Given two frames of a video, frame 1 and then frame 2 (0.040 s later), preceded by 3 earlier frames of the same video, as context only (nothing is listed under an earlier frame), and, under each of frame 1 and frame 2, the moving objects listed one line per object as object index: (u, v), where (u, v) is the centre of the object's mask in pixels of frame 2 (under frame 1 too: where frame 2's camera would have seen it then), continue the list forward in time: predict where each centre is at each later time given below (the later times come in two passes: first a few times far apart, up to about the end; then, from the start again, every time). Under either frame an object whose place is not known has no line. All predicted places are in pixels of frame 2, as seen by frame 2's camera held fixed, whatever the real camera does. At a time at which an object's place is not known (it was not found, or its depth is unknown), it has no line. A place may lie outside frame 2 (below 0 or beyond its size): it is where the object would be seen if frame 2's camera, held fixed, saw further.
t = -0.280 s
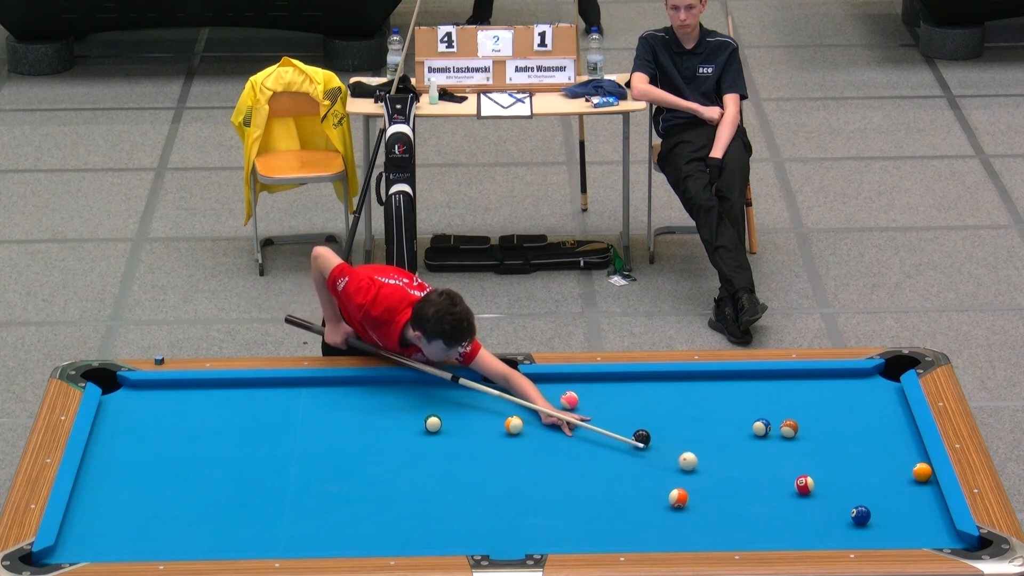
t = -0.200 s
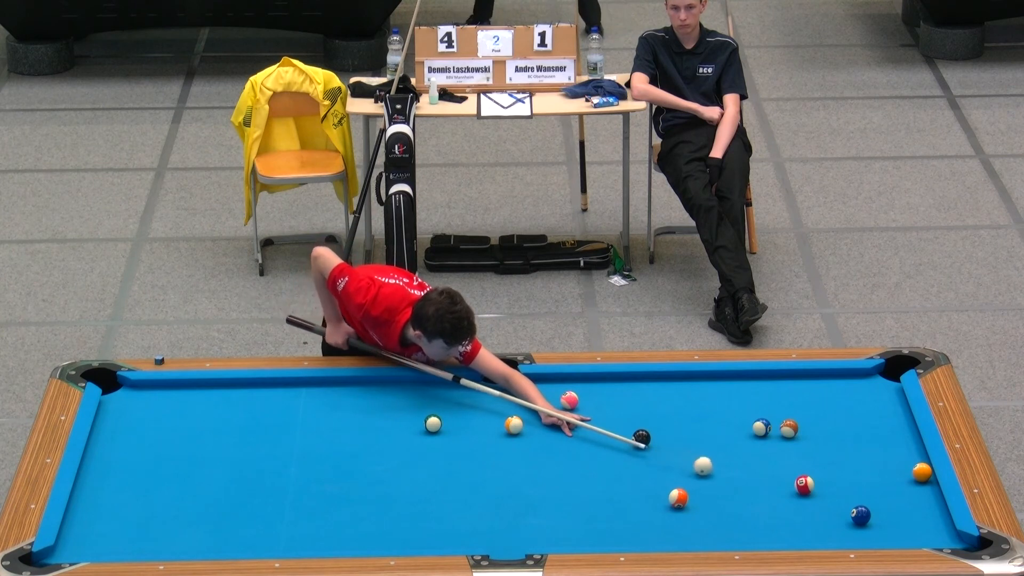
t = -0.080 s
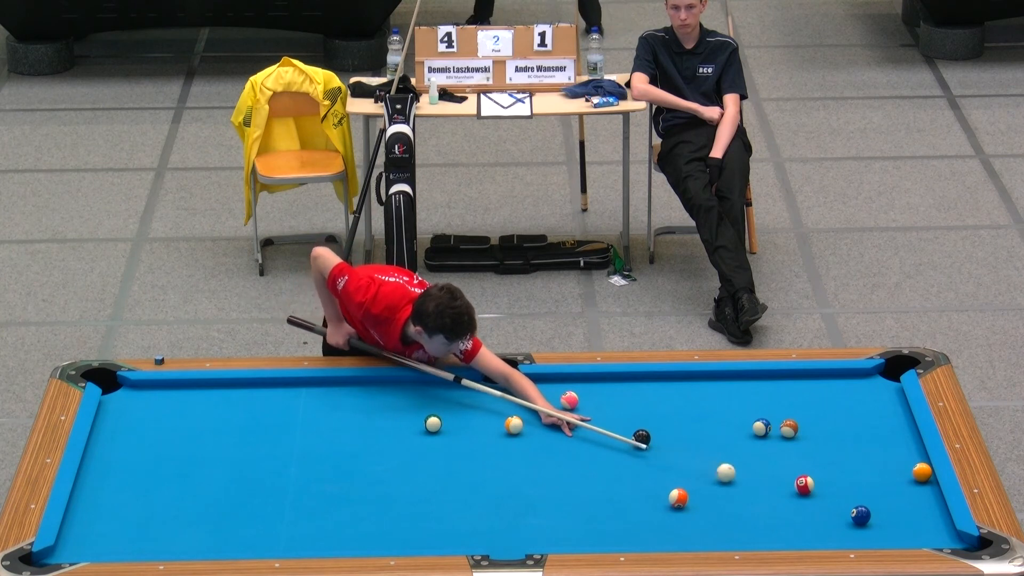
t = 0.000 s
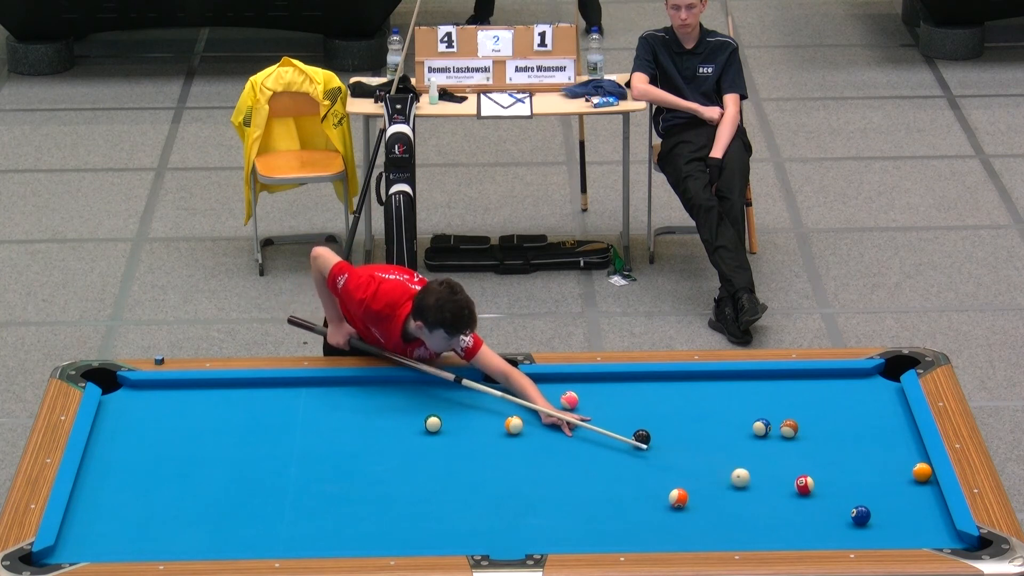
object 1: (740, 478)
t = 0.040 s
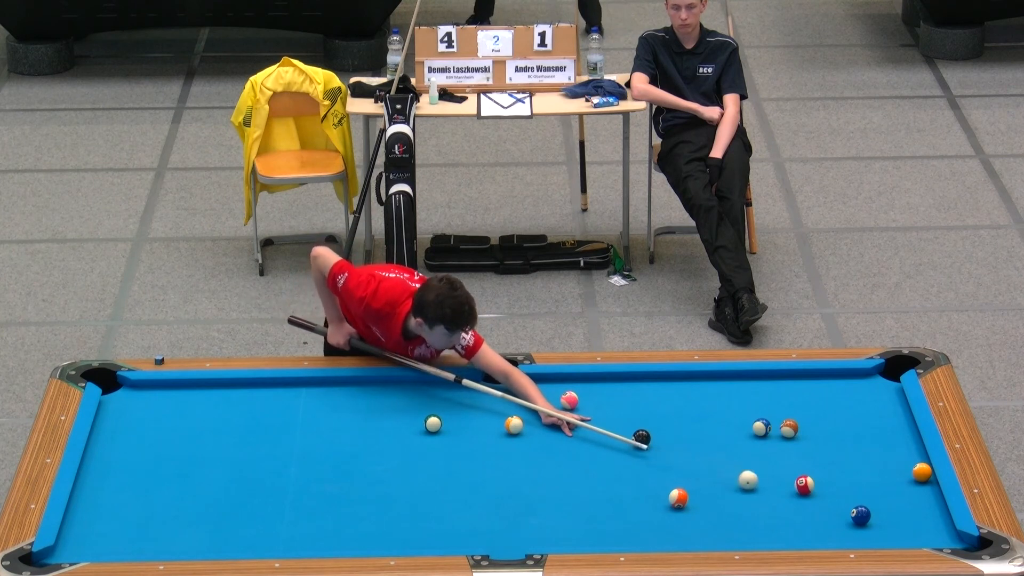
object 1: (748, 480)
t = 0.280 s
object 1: (793, 494)
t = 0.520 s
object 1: (837, 507)
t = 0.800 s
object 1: (851, 512)
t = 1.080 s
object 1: (860, 514)
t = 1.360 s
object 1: (867, 515)
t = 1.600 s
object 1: (871, 517)
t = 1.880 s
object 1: (875, 518)
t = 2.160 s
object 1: (876, 518)
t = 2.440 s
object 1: (876, 518)
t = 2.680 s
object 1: (876, 517)
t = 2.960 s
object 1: (876, 518)
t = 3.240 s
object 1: (876, 517)
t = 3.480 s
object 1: (876, 518)
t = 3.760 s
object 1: (876, 518)
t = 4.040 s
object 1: (876, 518)
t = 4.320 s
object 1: (876, 517)
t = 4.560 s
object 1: (876, 517)
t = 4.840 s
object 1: (876, 517)
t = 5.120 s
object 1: (876, 517)
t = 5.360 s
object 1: (876, 517)
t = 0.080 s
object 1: (755, 482)
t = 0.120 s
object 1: (763, 485)
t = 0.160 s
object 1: (770, 487)
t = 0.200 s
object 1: (778, 489)
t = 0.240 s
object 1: (785, 491)
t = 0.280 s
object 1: (793, 494)
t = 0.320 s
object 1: (800, 496)
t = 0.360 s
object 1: (807, 498)
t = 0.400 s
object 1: (815, 500)
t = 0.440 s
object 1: (822, 503)
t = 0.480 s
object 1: (830, 505)
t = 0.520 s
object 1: (837, 507)
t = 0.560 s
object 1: (843, 509)
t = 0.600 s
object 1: (844, 509)
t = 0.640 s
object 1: (846, 510)
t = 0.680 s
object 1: (847, 510)
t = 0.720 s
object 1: (848, 511)
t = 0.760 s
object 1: (850, 511)
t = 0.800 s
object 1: (851, 512)
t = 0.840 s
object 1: (853, 512)
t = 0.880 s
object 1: (854, 512)
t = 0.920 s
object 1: (855, 512)
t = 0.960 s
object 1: (856, 513)
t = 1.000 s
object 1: (857, 513)
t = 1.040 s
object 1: (859, 513)
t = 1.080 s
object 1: (860, 514)
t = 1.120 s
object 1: (861, 514)
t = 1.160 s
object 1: (862, 514)
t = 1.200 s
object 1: (863, 514)
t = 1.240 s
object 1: (864, 515)
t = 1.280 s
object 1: (865, 515)
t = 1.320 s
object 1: (866, 515)
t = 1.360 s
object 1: (867, 515)
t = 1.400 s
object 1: (868, 516)
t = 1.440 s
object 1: (868, 516)
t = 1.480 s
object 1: (869, 516)
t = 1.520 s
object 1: (870, 516)
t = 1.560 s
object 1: (870, 516)
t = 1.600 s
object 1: (871, 517)
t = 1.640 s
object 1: (872, 517)
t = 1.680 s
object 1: (872, 517)
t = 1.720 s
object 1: (873, 517)
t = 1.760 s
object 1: (873, 517)
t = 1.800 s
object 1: (874, 517)
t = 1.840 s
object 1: (874, 517)
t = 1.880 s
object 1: (875, 518)
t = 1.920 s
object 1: (875, 518)
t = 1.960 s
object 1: (875, 518)
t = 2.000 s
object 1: (876, 518)
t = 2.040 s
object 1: (876, 518)
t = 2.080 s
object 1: (876, 518)
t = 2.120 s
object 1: (876, 518)
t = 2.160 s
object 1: (876, 518)
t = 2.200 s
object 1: (876, 518)
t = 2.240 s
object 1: (876, 518)
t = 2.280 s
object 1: (876, 517)
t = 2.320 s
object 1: (876, 517)
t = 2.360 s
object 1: (876, 518)
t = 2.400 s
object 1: (876, 517)
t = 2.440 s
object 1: (876, 518)
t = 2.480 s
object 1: (876, 518)
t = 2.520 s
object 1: (876, 517)
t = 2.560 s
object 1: (876, 517)
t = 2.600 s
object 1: (876, 517)
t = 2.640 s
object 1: (876, 518)
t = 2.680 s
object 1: (876, 517)
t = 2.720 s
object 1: (876, 518)
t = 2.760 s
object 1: (876, 517)
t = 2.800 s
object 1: (876, 517)
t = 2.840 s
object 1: (876, 517)
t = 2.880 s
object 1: (876, 517)
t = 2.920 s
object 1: (876, 518)
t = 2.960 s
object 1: (876, 518)
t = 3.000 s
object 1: (876, 518)
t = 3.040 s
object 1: (876, 517)
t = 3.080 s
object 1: (876, 518)
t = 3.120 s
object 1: (876, 517)
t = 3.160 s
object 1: (876, 518)
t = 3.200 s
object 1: (876, 518)
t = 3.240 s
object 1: (876, 517)
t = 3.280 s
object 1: (876, 518)
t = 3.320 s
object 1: (876, 518)
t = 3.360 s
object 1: (876, 518)
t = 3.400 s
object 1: (876, 517)
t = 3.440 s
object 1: (876, 518)
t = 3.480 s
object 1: (876, 518)
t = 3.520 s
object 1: (876, 517)
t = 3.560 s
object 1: (876, 518)
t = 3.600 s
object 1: (876, 518)
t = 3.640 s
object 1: (876, 518)
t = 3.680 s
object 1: (876, 517)
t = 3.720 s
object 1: (876, 518)
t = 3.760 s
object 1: (876, 518)
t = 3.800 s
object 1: (876, 518)
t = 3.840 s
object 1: (876, 518)
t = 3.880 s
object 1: (876, 518)
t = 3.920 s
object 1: (876, 518)
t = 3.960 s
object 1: (876, 518)
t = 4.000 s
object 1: (876, 518)
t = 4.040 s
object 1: (876, 518)
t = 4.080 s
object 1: (876, 518)
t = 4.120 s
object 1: (876, 517)
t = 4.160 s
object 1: (876, 517)
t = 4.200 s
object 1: (876, 517)
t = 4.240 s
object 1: (876, 517)
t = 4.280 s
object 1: (876, 517)
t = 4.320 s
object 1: (876, 517)
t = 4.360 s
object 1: (876, 517)
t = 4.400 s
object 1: (876, 517)
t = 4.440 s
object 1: (876, 517)
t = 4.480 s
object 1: (876, 517)
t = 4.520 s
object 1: (876, 517)
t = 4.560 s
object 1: (876, 517)
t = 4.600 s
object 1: (876, 517)
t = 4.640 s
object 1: (876, 517)
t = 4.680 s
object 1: (876, 517)
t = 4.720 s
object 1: (876, 517)
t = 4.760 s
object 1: (876, 517)
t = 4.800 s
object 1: (876, 517)
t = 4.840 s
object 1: (876, 517)
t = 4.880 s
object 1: (876, 517)
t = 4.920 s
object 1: (876, 517)
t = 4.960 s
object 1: (876, 517)
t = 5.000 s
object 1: (876, 517)
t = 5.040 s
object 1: (876, 517)
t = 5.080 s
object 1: (876, 517)
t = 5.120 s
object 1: (876, 517)
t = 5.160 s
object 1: (876, 517)
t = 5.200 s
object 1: (876, 517)
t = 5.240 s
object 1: (876, 517)
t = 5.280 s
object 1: (876, 517)
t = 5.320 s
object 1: (876, 517)
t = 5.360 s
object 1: (876, 517)
